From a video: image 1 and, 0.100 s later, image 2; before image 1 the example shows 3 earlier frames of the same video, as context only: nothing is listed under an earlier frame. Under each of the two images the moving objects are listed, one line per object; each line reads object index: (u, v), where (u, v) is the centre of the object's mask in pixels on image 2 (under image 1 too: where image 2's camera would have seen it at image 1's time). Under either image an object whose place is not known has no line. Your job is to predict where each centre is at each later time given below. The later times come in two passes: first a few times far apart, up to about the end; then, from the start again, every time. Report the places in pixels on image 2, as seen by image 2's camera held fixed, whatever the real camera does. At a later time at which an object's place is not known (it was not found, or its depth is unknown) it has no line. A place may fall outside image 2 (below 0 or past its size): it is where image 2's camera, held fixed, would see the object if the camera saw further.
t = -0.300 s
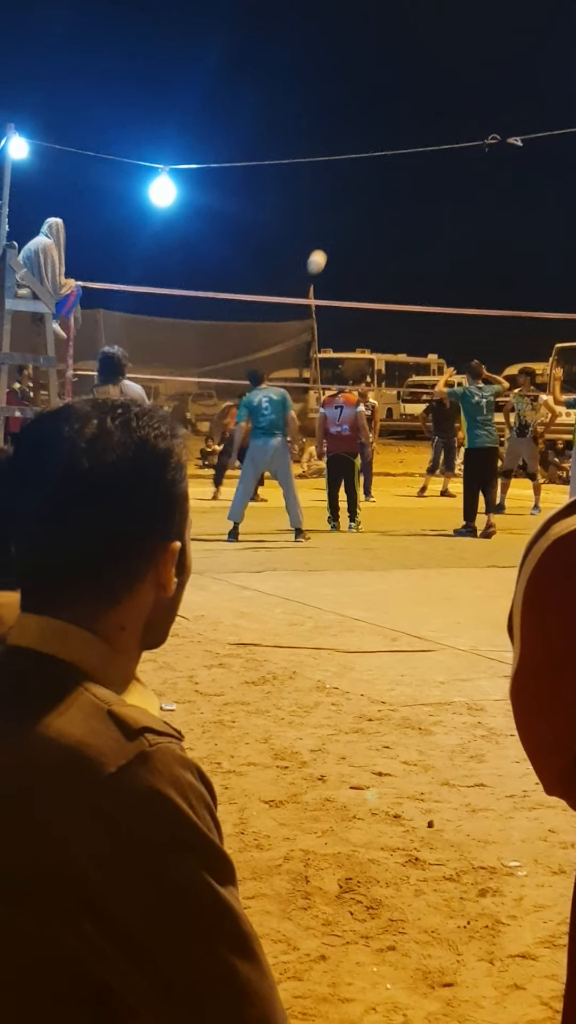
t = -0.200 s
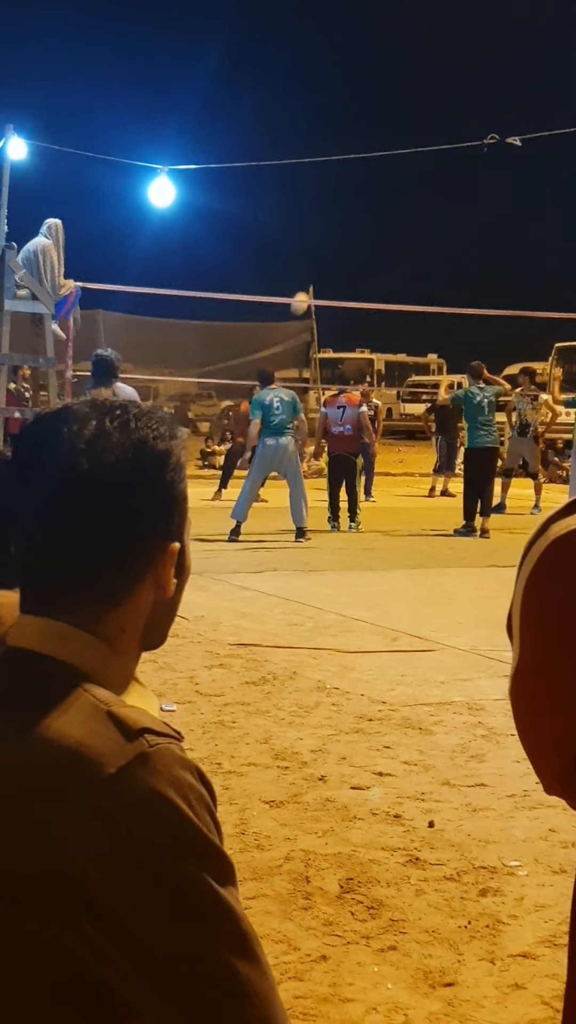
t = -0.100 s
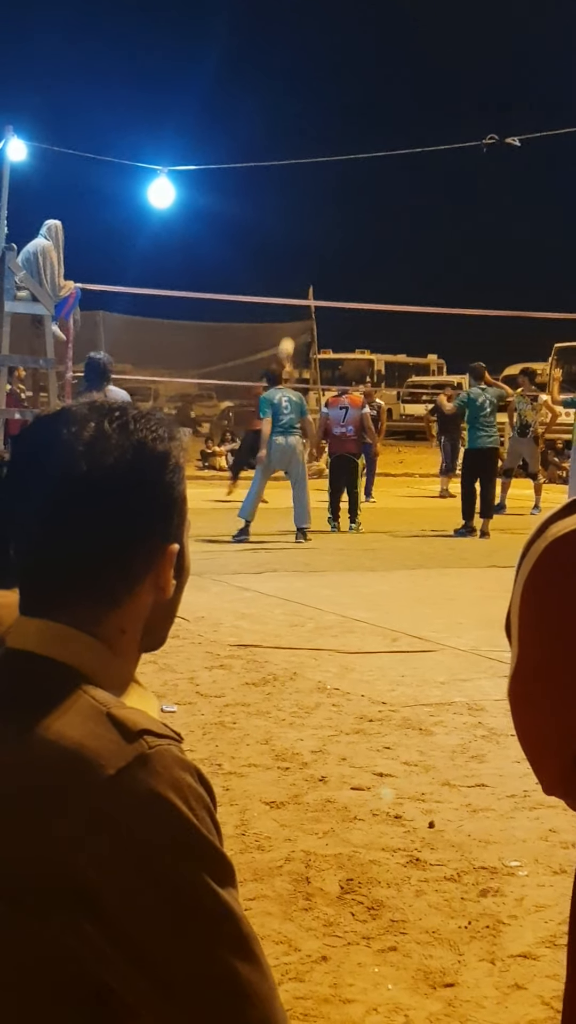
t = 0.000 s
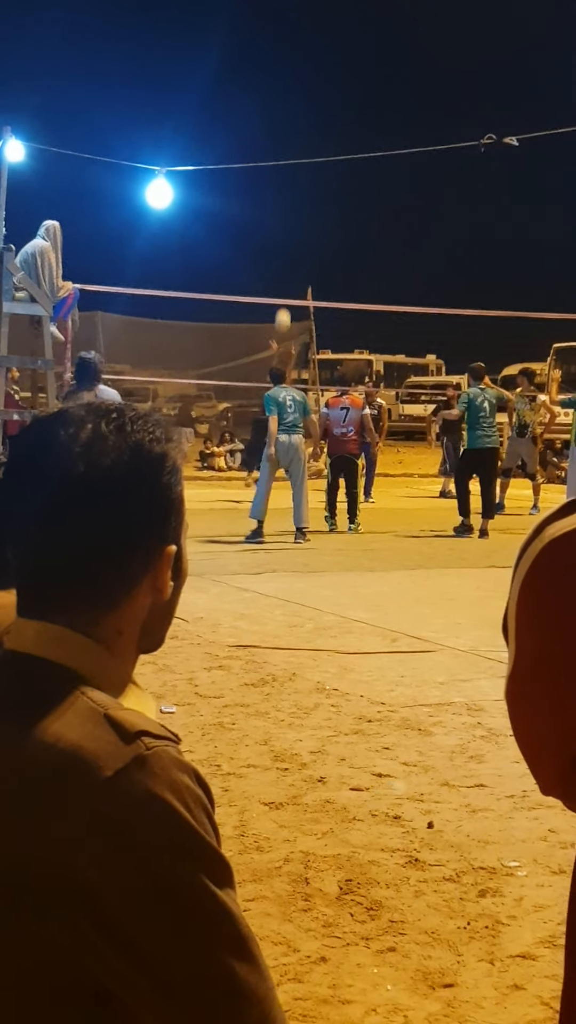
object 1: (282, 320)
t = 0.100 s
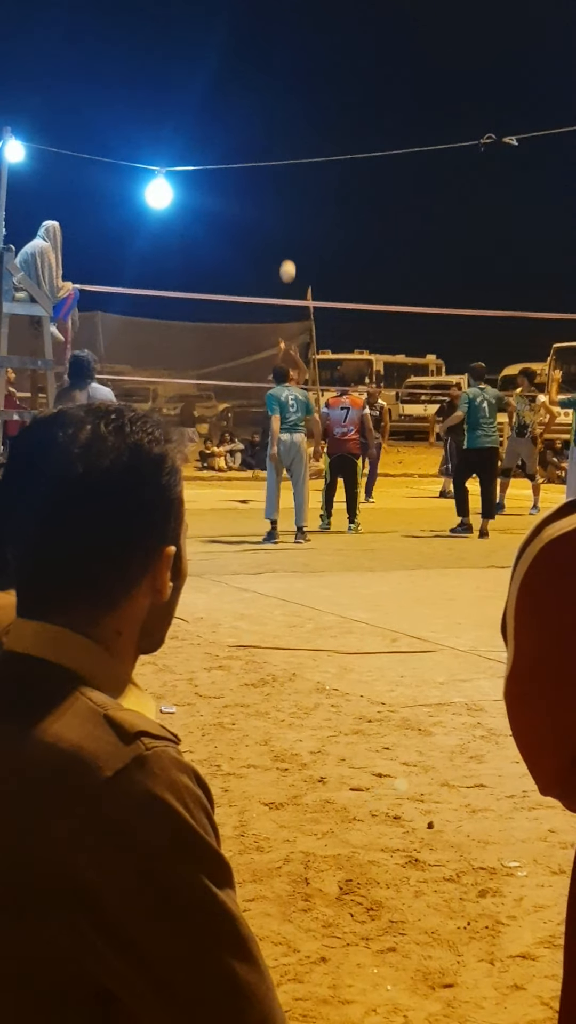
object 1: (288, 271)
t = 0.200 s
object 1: (292, 229)
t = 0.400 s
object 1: (300, 166)
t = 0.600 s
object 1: (307, 131)
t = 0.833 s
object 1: (315, 130)
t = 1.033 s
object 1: (322, 165)
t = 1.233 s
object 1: (327, 230)
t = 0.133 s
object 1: (289, 256)
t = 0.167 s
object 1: (291, 242)
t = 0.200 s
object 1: (292, 229)
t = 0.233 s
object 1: (294, 217)
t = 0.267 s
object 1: (295, 205)
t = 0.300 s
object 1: (296, 194)
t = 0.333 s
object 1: (298, 184)
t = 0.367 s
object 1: (299, 174)
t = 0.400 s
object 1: (300, 166)
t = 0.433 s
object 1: (301, 157)
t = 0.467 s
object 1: (302, 150)
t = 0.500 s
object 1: (303, 145)
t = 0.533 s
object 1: (304, 139)
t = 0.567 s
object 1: (306, 135)
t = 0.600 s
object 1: (307, 131)
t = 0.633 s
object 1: (308, 129)
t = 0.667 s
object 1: (309, 127)
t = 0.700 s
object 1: (311, 126)
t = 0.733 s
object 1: (312, 125)
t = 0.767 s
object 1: (313, 126)
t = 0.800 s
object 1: (314, 128)
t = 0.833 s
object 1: (315, 130)
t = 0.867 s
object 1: (316, 134)
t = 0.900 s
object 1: (317, 138)
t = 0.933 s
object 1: (318, 144)
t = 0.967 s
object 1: (319, 149)
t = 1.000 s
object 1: (321, 157)
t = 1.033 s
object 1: (322, 165)
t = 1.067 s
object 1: (323, 173)
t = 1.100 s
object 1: (324, 183)
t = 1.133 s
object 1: (325, 193)
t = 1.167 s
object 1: (326, 204)
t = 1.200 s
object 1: (326, 216)
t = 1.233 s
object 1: (327, 230)
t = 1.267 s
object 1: (328, 244)
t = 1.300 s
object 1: (329, 258)
